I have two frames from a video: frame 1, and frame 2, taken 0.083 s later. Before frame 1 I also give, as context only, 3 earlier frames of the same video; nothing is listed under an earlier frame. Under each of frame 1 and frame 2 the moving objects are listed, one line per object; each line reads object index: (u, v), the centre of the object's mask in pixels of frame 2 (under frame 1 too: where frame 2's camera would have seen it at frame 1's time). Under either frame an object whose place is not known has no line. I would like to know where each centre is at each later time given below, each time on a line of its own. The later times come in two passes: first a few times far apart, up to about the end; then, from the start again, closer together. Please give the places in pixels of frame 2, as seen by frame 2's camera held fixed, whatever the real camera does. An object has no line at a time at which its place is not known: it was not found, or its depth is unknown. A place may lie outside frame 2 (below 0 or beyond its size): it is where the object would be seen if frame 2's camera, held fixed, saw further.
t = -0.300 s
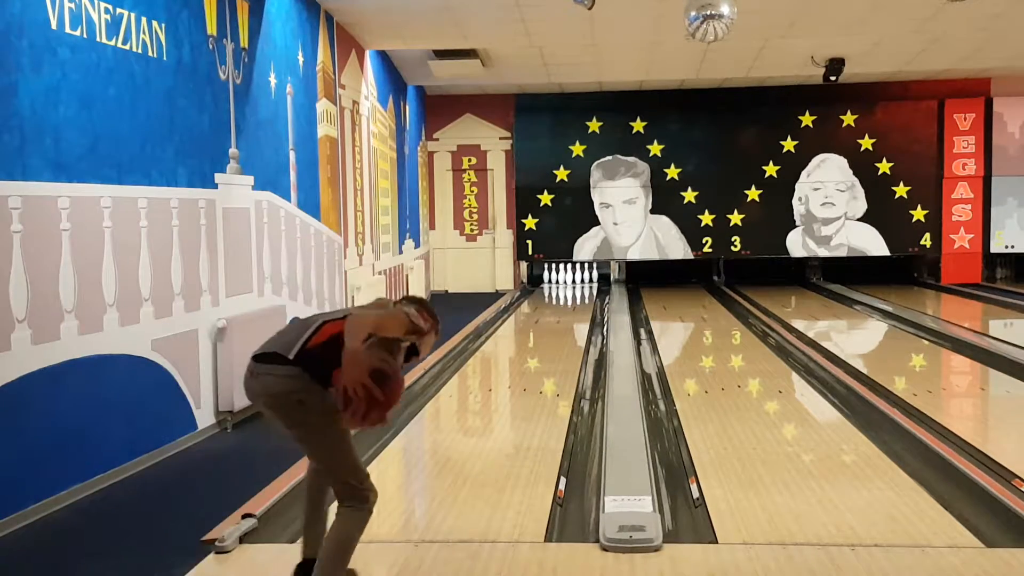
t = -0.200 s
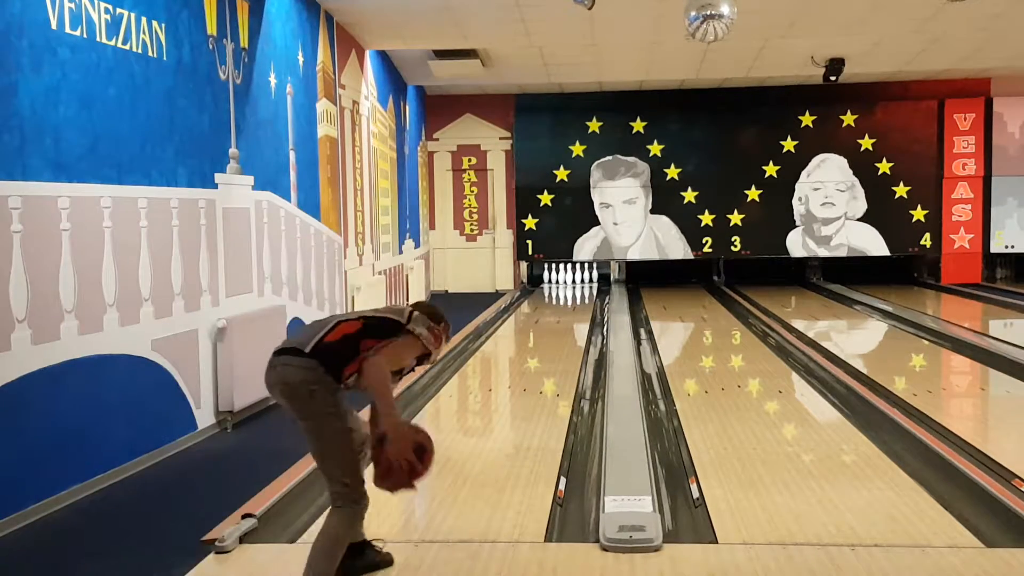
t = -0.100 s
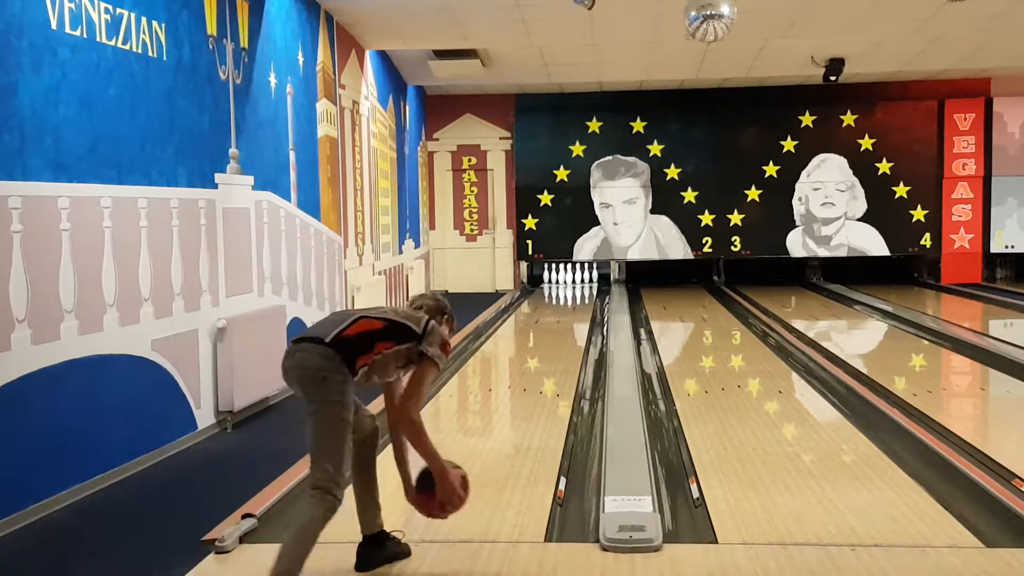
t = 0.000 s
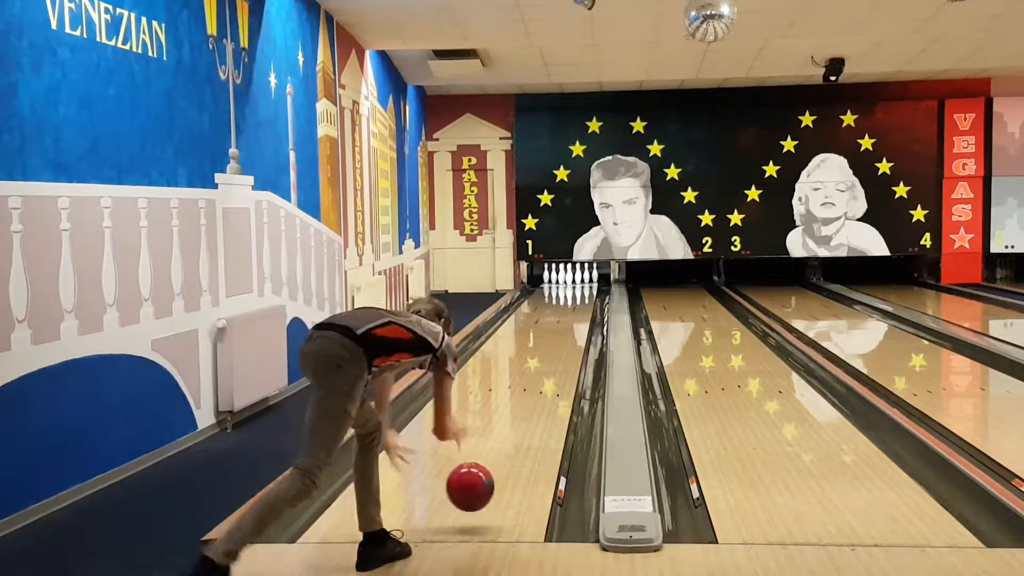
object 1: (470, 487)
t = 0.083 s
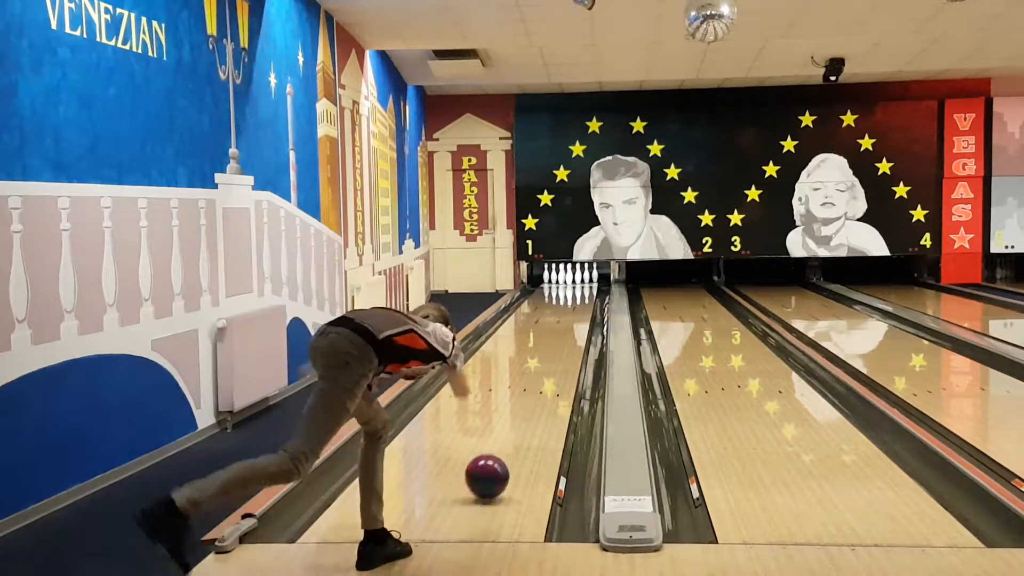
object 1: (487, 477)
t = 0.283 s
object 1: (516, 433)
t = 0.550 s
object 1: (541, 391)
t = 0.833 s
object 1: (559, 361)
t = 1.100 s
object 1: (571, 341)
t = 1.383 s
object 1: (580, 324)
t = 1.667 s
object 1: (586, 312)
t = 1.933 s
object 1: (589, 302)
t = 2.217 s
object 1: (592, 294)
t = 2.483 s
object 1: (593, 288)
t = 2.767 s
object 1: (591, 282)
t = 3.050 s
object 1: (588, 278)
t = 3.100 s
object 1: (587, 277)
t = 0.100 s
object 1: (490, 472)
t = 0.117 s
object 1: (492, 467)
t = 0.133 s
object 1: (495, 464)
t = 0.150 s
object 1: (498, 461)
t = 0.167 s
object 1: (500, 458)
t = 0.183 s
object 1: (503, 454)
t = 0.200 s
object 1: (505, 450)
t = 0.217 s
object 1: (507, 447)
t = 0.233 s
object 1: (510, 443)
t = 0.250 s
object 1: (512, 439)
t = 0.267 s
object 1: (514, 436)
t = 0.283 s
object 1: (516, 433)
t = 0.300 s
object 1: (518, 429)
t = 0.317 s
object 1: (520, 426)
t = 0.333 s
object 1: (521, 423)
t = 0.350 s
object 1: (523, 420)
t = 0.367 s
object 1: (525, 418)
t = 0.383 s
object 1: (527, 415)
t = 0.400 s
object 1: (528, 412)
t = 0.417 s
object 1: (530, 410)
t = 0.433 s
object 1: (531, 407)
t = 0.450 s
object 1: (533, 405)
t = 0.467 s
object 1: (535, 402)
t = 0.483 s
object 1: (536, 400)
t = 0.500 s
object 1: (537, 397)
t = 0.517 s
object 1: (539, 395)
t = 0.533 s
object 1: (540, 393)
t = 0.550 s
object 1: (541, 391)
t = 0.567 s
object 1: (542, 389)
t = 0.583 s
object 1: (544, 387)
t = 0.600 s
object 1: (545, 385)
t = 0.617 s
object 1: (546, 383)
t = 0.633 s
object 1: (547, 381)
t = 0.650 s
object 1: (549, 379)
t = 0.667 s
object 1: (550, 377)
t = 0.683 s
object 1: (551, 376)
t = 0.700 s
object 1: (552, 373)
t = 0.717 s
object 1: (553, 372)
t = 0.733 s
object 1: (554, 370)
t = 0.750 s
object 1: (555, 368)
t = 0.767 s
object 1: (556, 367)
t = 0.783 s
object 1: (557, 365)
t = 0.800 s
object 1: (557, 364)
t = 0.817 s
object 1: (558, 362)
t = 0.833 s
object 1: (559, 361)
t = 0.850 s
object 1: (560, 359)
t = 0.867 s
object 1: (561, 358)
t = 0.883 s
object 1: (562, 357)
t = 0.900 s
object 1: (563, 355)
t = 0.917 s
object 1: (564, 354)
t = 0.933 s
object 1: (564, 353)
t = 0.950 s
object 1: (565, 351)
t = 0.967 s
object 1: (566, 350)
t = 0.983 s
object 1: (567, 349)
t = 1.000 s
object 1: (567, 347)
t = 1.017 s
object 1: (568, 346)
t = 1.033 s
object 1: (568, 345)
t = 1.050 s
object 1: (569, 344)
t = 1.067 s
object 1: (570, 343)
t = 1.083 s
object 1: (571, 342)
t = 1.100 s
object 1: (571, 341)
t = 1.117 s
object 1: (572, 340)
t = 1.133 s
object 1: (572, 339)
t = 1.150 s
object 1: (573, 337)
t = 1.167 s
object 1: (573, 336)
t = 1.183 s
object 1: (574, 335)
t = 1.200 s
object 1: (575, 334)
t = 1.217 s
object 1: (575, 333)
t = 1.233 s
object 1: (576, 332)
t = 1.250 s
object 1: (576, 331)
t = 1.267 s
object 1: (577, 330)
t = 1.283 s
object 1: (577, 330)
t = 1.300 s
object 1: (578, 329)
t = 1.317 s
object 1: (578, 328)
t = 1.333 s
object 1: (579, 327)
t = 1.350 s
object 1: (579, 326)
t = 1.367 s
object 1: (580, 325)
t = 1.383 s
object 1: (580, 324)
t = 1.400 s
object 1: (580, 323)
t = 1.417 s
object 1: (581, 323)
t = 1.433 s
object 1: (581, 322)
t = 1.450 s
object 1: (581, 321)
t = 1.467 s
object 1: (582, 320)
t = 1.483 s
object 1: (582, 320)
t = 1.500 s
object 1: (582, 319)
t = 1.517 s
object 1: (583, 318)
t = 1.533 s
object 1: (584, 318)
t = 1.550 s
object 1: (584, 317)
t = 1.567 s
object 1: (584, 316)
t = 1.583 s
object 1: (584, 315)
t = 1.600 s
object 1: (585, 315)
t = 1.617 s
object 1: (585, 314)
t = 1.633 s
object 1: (585, 313)
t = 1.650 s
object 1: (585, 312)
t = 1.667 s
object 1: (586, 312)
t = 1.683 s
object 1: (586, 311)
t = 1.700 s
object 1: (586, 311)
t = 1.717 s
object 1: (587, 311)
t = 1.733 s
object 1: (587, 310)
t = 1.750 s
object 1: (588, 309)
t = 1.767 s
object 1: (588, 308)
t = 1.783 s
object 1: (588, 307)
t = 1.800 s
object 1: (588, 307)
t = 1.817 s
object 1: (588, 306)
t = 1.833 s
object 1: (588, 306)
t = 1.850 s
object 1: (588, 305)
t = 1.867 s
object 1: (589, 304)
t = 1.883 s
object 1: (589, 304)
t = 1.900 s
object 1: (589, 303)
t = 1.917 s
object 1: (589, 303)
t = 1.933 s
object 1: (589, 302)
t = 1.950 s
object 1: (590, 302)
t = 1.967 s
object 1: (590, 301)
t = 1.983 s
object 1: (590, 301)
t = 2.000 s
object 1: (590, 300)
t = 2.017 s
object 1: (591, 300)
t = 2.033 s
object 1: (591, 299)
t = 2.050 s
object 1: (591, 298)
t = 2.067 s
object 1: (591, 298)
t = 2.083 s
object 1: (591, 297)
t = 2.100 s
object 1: (591, 297)
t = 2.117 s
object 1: (591, 296)
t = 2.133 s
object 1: (591, 296)
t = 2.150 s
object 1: (591, 296)
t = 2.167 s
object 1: (592, 295)
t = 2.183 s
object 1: (592, 295)
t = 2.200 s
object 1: (592, 294)
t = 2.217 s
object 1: (592, 294)
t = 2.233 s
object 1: (592, 293)
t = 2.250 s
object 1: (593, 293)
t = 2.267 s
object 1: (592, 292)
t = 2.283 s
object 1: (592, 292)
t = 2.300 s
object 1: (593, 291)
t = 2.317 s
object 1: (592, 291)
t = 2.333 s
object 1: (593, 291)
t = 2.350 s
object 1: (593, 291)
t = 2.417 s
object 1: (593, 288)
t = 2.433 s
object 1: (593, 289)
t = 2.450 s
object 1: (593, 288)
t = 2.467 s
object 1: (593, 288)
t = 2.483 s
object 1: (593, 288)
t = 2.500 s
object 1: (593, 288)
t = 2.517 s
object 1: (593, 287)
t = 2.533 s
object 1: (593, 287)
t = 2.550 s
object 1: (593, 286)
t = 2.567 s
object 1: (593, 286)
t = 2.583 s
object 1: (593, 285)
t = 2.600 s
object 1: (592, 285)
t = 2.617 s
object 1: (592, 285)
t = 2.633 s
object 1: (592, 284)
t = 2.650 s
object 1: (592, 284)
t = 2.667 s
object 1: (592, 284)
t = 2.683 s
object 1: (592, 284)
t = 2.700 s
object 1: (592, 284)
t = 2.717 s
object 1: (592, 283)
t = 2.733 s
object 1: (592, 283)
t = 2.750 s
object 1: (591, 283)
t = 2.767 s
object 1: (591, 282)
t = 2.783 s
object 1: (591, 282)
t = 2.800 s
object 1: (591, 281)
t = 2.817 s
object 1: (591, 281)
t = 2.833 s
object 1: (590, 281)
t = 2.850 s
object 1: (590, 280)
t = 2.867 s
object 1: (590, 280)
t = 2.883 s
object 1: (590, 280)
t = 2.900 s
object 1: (589, 279)
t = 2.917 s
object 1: (589, 279)
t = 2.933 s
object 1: (589, 279)
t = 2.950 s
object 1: (588, 279)
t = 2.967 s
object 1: (588, 279)
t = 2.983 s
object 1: (588, 278)
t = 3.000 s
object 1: (588, 278)
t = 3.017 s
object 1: (587, 278)
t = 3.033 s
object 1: (587, 278)
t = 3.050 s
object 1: (588, 278)
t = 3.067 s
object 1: (587, 277)
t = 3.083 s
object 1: (587, 277)
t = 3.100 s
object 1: (587, 277)
